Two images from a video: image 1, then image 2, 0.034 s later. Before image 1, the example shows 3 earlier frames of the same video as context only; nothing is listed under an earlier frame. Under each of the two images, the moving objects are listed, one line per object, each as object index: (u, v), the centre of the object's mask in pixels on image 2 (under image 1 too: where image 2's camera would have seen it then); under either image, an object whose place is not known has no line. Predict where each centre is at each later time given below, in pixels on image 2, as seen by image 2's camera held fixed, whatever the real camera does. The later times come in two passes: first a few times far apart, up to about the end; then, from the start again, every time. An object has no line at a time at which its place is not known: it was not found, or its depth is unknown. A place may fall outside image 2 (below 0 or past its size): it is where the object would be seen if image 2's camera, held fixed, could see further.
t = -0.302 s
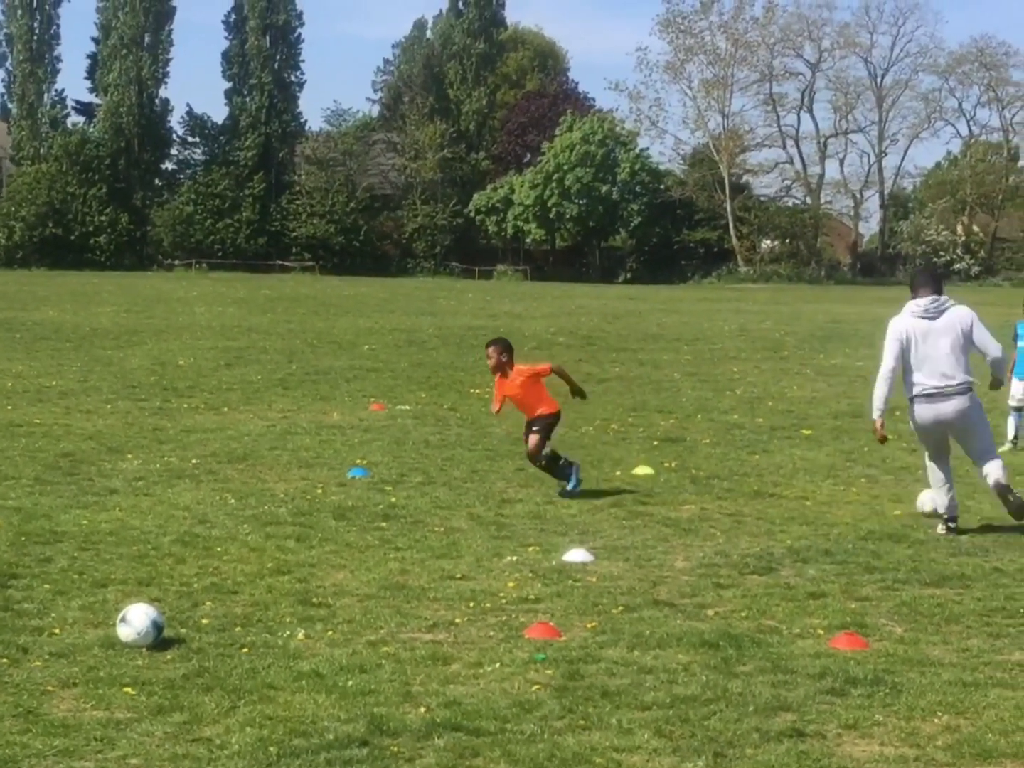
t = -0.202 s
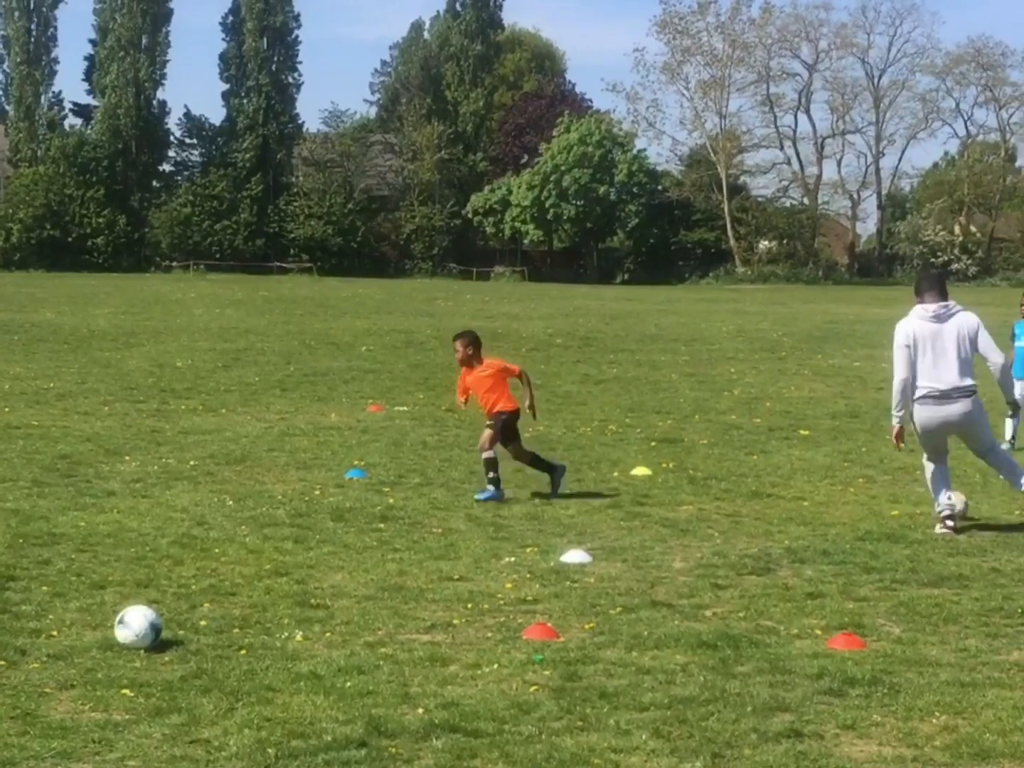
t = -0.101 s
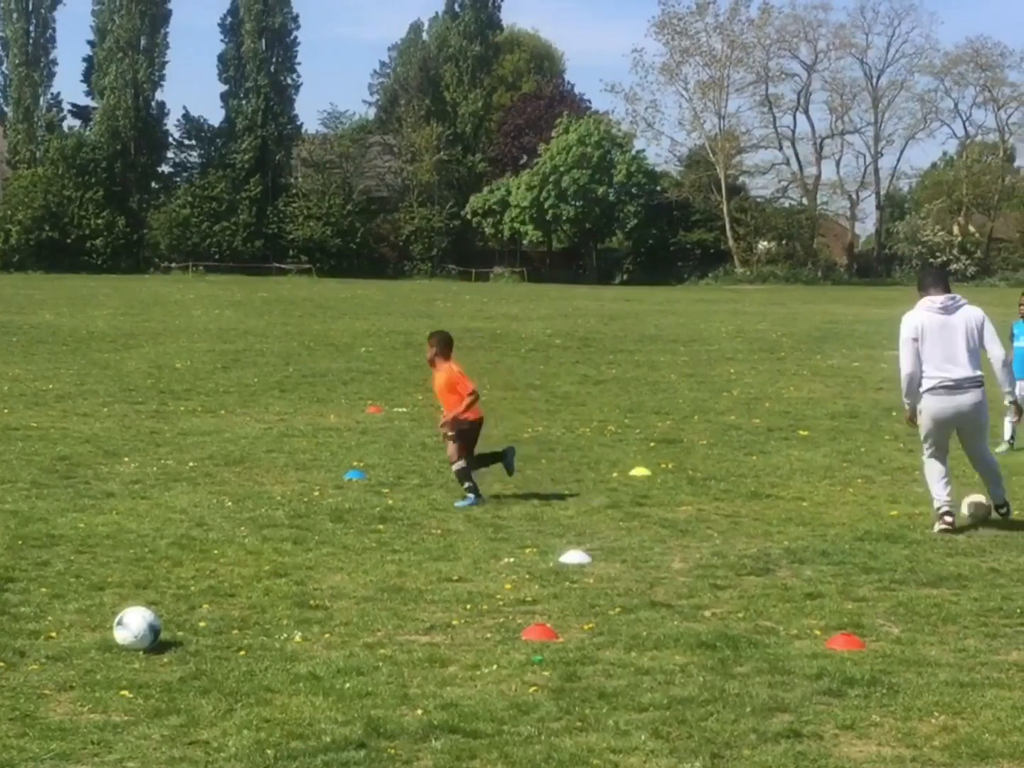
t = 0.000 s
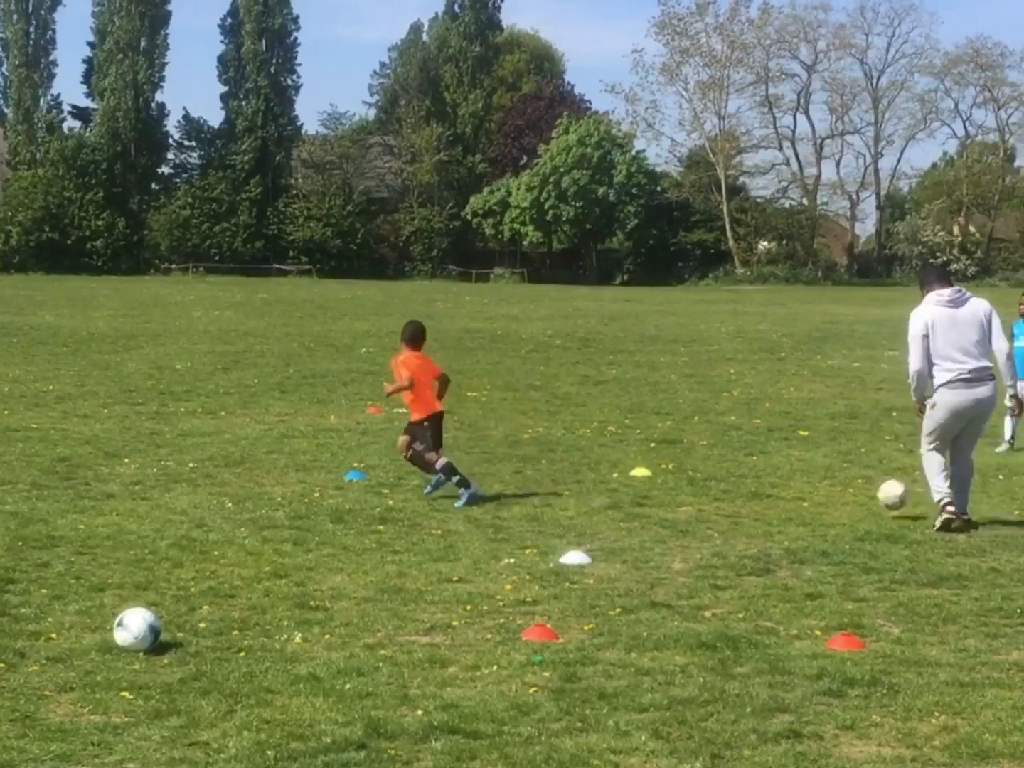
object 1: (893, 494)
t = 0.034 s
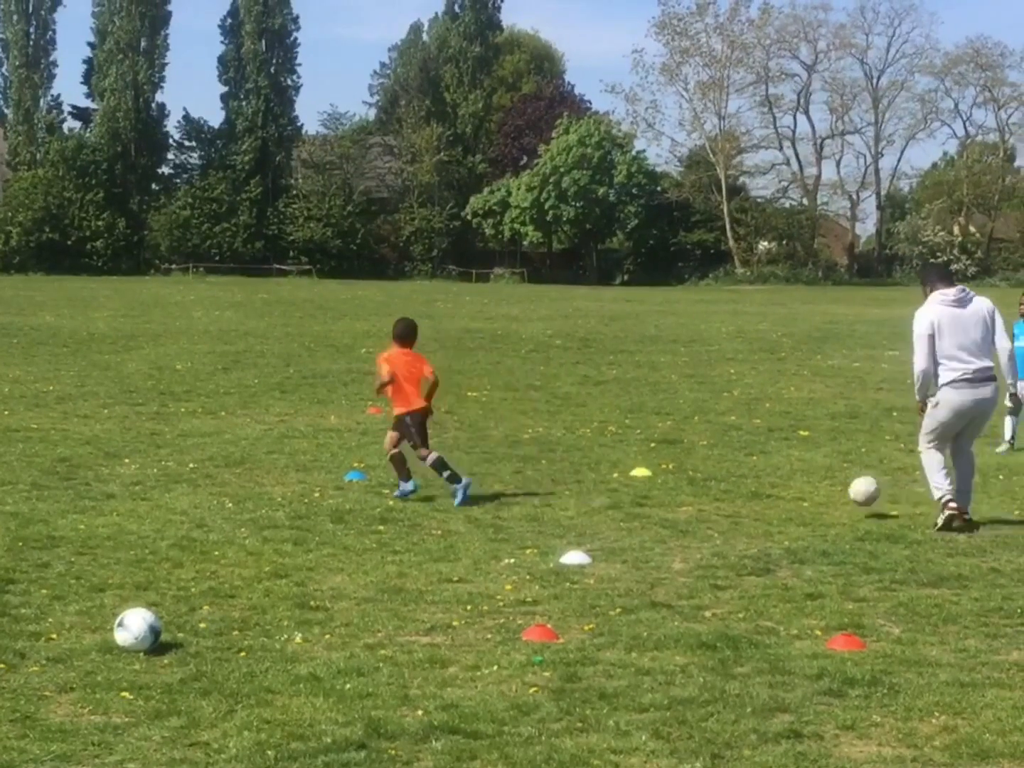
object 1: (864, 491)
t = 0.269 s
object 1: (678, 483)
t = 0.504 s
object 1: (525, 478)
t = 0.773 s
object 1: (362, 474)
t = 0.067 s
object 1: (835, 489)
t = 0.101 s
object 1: (806, 490)
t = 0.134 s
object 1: (778, 492)
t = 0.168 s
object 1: (751, 496)
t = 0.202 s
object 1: (723, 500)
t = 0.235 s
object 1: (700, 493)
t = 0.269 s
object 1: (678, 483)
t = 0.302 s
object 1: (657, 478)
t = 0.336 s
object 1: (634, 474)
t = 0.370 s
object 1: (612, 471)
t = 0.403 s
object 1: (590, 470)
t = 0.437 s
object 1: (568, 471)
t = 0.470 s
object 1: (547, 473)
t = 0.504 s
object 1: (525, 478)
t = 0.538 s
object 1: (504, 483)
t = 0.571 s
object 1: (484, 485)
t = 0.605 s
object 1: (463, 479)
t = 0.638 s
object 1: (442, 475)
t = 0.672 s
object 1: (422, 472)
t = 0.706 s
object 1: (403, 471)
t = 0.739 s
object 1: (382, 471)
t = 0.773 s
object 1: (362, 474)
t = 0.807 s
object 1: (343, 477)
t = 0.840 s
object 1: (323, 478)
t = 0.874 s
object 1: (304, 476)
